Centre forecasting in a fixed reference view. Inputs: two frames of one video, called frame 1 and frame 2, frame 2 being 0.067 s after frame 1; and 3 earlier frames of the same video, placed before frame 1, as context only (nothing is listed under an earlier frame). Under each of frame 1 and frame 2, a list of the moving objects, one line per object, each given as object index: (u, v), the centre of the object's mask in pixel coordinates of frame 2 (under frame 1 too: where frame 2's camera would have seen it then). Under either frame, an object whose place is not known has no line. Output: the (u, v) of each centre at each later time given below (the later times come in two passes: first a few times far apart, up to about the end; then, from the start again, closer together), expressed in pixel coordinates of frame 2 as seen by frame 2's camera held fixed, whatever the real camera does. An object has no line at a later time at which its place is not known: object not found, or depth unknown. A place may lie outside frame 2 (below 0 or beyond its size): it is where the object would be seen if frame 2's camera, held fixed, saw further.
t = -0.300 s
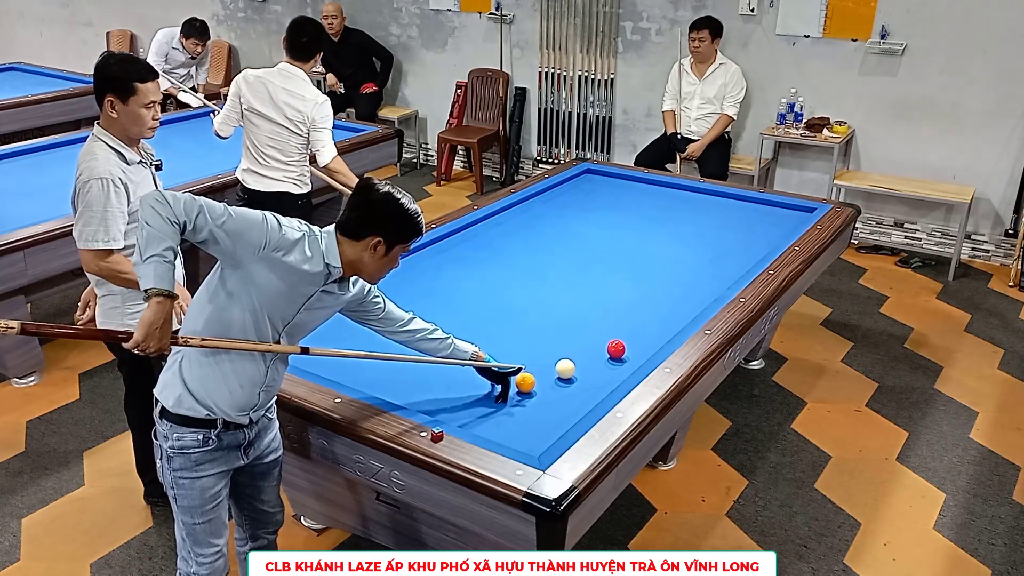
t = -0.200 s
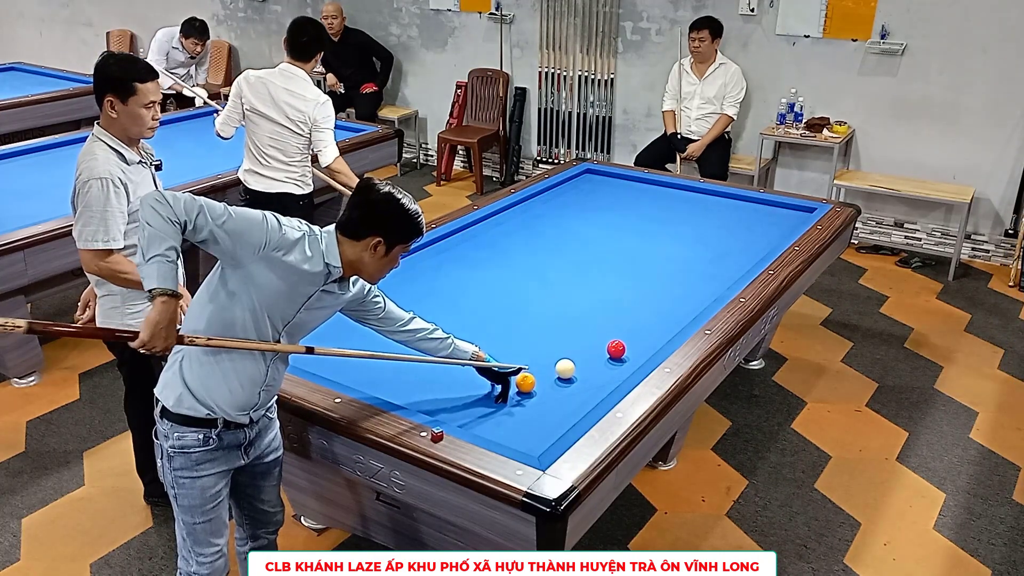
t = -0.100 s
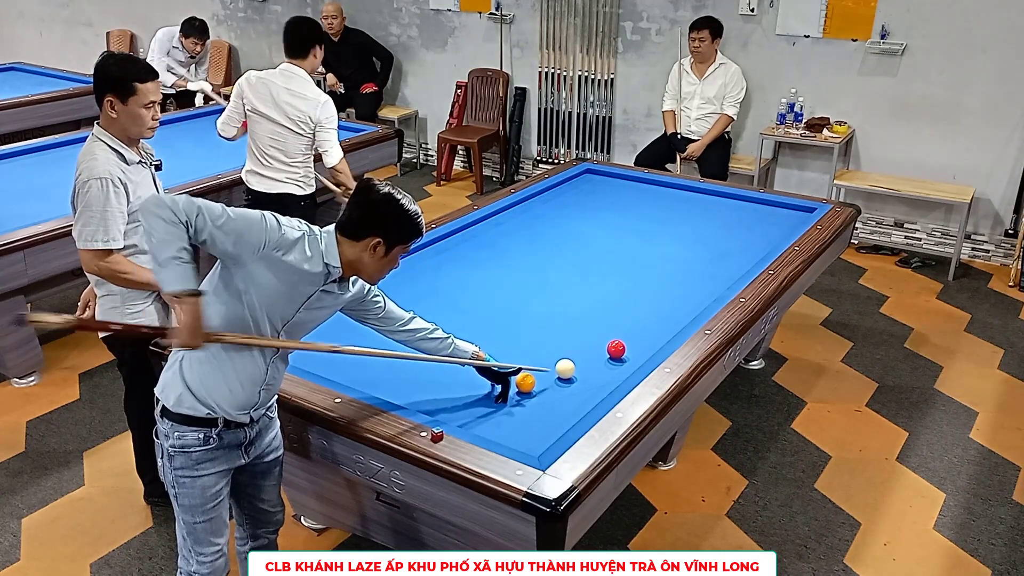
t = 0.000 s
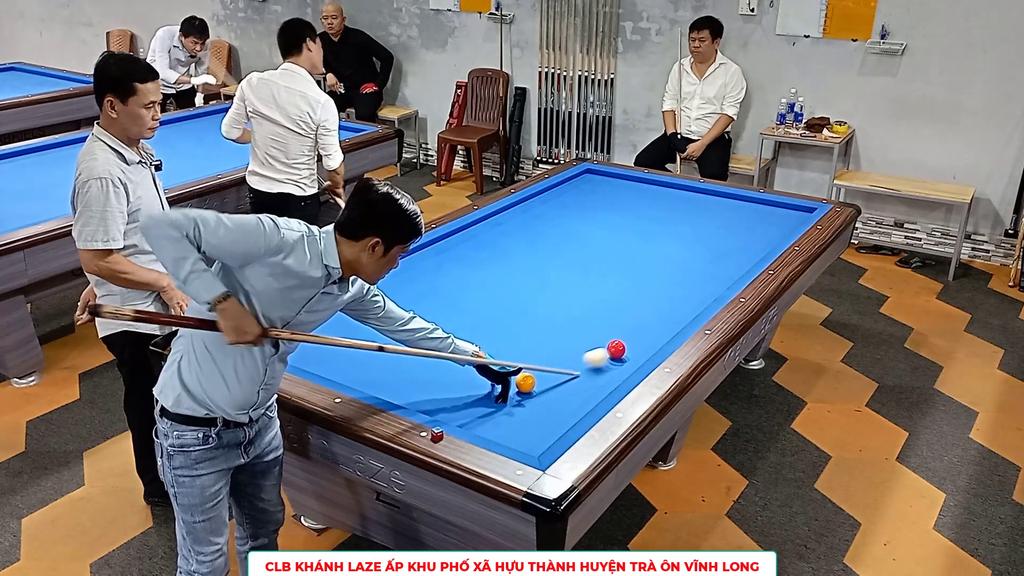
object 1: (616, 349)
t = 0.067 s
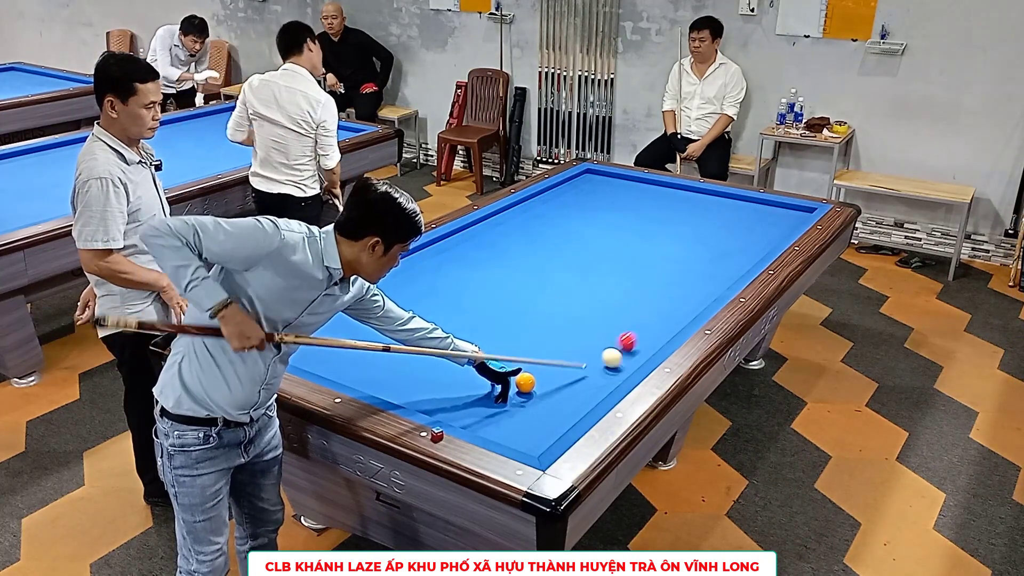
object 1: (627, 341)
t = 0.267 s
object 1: (667, 314)
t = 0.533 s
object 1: (709, 286)
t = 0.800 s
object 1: (745, 262)
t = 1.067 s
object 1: (772, 241)
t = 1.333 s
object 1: (793, 222)
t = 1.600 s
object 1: (801, 212)
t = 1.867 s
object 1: (786, 222)
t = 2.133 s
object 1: (771, 231)
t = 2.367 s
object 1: (758, 239)
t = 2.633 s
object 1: (743, 249)
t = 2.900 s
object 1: (727, 259)
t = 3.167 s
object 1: (711, 269)
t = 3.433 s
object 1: (694, 279)
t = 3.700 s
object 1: (677, 290)
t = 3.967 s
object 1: (659, 301)
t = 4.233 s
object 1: (641, 312)
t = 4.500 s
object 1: (623, 323)
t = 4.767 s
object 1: (604, 335)
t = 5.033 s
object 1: (584, 347)
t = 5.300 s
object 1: (565, 358)
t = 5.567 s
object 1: (545, 371)
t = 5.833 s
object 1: (524, 383)
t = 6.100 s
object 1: (511, 394)
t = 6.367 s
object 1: (510, 400)
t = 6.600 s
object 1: (509, 404)
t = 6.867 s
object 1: (508, 409)
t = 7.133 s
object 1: (507, 413)
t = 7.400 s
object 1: (506, 416)
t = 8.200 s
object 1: (502, 419)
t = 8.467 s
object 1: (504, 421)
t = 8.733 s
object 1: (504, 421)
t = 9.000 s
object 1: (504, 421)
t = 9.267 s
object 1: (504, 421)
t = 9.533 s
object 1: (504, 421)
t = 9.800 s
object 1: (504, 421)
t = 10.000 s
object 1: (504, 421)
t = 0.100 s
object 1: (635, 336)
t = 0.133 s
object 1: (642, 331)
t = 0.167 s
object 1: (649, 326)
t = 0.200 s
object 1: (655, 322)
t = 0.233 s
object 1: (662, 318)
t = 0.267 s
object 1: (667, 314)
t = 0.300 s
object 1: (673, 310)
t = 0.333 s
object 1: (679, 307)
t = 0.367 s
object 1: (684, 303)
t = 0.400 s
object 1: (689, 300)
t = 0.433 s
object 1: (694, 296)
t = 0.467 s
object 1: (699, 293)
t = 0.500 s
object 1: (704, 290)
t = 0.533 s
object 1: (709, 286)
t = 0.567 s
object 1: (714, 283)
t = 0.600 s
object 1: (718, 280)
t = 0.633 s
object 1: (723, 277)
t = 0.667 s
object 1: (727, 274)
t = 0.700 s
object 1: (732, 271)
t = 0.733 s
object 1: (736, 268)
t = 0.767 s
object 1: (740, 265)
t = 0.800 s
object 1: (745, 262)
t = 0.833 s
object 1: (749, 259)
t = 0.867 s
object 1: (752, 257)
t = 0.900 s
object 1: (756, 254)
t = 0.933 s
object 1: (760, 251)
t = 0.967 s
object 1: (764, 248)
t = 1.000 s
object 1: (767, 246)
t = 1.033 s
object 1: (770, 243)
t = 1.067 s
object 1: (772, 241)
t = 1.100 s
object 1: (775, 238)
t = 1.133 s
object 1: (778, 236)
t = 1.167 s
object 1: (780, 233)
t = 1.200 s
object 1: (783, 231)
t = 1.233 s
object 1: (785, 229)
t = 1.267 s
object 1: (788, 227)
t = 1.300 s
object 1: (790, 224)
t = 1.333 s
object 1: (793, 222)
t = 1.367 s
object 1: (795, 220)
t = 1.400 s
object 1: (797, 217)
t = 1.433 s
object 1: (799, 215)
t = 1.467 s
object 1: (801, 213)
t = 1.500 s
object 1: (804, 211)
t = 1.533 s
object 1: (805, 209)
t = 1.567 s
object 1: (804, 210)
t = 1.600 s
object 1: (801, 212)
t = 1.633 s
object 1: (799, 213)
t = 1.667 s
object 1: (797, 215)
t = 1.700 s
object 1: (795, 216)
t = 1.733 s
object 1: (793, 218)
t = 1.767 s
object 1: (791, 219)
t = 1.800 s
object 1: (789, 220)
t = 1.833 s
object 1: (787, 221)
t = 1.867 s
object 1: (786, 222)
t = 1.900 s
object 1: (784, 223)
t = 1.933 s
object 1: (782, 224)
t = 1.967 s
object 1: (780, 226)
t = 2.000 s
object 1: (779, 227)
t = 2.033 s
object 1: (777, 228)
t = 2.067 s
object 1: (775, 229)
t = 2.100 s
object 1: (773, 230)
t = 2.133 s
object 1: (771, 231)
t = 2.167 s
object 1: (770, 232)
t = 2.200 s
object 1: (768, 234)
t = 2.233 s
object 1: (766, 235)
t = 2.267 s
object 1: (764, 236)
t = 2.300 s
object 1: (762, 237)
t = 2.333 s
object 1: (760, 238)
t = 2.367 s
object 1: (758, 239)
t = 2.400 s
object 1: (756, 241)
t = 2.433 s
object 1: (755, 242)
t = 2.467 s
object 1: (753, 243)
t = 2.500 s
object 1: (751, 244)
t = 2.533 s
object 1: (749, 246)
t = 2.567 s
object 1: (747, 247)
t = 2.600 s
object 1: (745, 248)
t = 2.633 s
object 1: (743, 249)
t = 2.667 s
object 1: (741, 250)
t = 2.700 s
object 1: (739, 252)
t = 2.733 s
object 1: (737, 253)
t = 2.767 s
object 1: (735, 254)
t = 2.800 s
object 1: (733, 255)
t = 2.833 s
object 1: (731, 256)
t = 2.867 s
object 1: (729, 258)
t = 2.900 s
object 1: (727, 259)
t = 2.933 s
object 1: (725, 260)
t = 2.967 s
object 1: (723, 262)
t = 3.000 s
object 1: (721, 263)
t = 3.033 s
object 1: (719, 264)
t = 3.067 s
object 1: (717, 265)
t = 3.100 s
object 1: (715, 267)
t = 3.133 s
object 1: (713, 268)
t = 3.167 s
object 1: (711, 269)
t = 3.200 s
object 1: (709, 270)
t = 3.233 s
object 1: (707, 272)
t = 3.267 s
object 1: (705, 273)
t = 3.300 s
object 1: (703, 274)
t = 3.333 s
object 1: (700, 276)
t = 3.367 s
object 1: (698, 277)
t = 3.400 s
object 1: (696, 278)
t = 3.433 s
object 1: (694, 279)
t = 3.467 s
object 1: (692, 281)
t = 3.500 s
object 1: (690, 282)
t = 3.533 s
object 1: (688, 283)
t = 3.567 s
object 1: (686, 285)
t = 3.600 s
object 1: (684, 286)
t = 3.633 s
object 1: (681, 287)
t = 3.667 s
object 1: (679, 288)
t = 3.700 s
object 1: (677, 290)
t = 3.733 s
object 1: (675, 291)
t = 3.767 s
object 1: (673, 293)
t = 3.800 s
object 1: (671, 294)
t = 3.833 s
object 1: (668, 295)
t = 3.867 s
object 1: (666, 297)
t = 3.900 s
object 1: (664, 298)
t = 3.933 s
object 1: (662, 299)
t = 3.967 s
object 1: (659, 301)
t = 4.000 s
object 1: (657, 302)
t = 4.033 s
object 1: (655, 304)
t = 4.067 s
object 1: (653, 305)
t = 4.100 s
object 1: (651, 306)
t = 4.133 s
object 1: (648, 308)
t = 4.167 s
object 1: (646, 309)
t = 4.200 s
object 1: (644, 310)
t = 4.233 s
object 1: (641, 312)
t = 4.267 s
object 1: (639, 313)
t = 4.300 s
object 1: (637, 315)
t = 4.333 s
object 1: (635, 316)
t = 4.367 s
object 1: (632, 317)
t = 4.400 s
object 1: (630, 319)
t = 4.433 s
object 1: (627, 320)
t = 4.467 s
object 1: (625, 322)
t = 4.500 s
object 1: (623, 323)
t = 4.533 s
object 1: (620, 325)
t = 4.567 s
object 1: (618, 326)
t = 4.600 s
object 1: (616, 327)
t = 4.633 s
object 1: (613, 329)
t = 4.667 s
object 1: (611, 330)
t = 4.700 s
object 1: (609, 332)
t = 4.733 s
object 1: (606, 333)
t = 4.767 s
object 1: (604, 335)
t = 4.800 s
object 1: (601, 336)
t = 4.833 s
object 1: (599, 338)
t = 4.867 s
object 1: (597, 339)
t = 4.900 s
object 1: (594, 341)
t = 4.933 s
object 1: (592, 342)
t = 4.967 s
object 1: (590, 344)
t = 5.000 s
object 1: (587, 345)
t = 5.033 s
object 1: (584, 347)
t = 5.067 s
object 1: (582, 348)
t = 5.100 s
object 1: (579, 349)
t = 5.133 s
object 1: (577, 351)
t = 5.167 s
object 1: (575, 353)
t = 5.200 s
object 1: (572, 354)
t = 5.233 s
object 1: (570, 355)
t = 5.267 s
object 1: (567, 357)
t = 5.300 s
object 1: (565, 358)
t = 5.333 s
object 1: (562, 360)
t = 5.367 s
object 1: (560, 362)
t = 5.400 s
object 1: (557, 363)
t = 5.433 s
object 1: (555, 365)
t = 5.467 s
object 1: (552, 366)
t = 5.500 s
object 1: (550, 368)
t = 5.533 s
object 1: (547, 369)
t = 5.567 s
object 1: (545, 371)
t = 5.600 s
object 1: (542, 372)
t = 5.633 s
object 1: (539, 374)
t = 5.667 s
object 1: (537, 376)
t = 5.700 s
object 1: (534, 377)
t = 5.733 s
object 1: (532, 379)
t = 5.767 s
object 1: (529, 380)
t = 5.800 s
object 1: (527, 382)
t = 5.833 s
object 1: (524, 383)
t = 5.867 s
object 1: (521, 385)
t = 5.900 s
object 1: (519, 387)
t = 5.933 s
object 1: (516, 388)
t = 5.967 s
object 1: (514, 390)
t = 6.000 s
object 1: (511, 391)
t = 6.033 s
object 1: (511, 392)
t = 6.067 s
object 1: (511, 393)
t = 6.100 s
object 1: (511, 394)
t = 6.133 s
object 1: (511, 395)
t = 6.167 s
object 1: (510, 395)
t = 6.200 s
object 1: (510, 396)
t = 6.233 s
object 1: (510, 397)
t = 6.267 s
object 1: (510, 398)
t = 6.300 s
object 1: (510, 398)
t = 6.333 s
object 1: (510, 399)
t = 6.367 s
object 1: (510, 400)
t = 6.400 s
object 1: (510, 400)
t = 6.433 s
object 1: (509, 401)
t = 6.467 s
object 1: (509, 402)
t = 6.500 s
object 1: (509, 402)
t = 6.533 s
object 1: (509, 403)
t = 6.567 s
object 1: (509, 404)
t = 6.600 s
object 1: (509, 404)
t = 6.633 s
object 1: (509, 405)
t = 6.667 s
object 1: (509, 405)
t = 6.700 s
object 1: (508, 406)
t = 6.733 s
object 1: (508, 407)
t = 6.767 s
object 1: (508, 407)
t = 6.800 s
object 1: (508, 408)
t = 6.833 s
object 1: (508, 408)
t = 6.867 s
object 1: (508, 409)
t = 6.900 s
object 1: (508, 409)
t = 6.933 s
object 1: (507, 410)
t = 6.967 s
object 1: (507, 411)
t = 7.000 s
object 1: (507, 411)
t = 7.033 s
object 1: (507, 411)
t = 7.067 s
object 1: (507, 412)
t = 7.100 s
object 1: (507, 412)
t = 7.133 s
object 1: (507, 413)
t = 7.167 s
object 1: (507, 413)
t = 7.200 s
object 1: (507, 414)
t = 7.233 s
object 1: (506, 414)
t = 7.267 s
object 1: (506, 415)
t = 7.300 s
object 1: (506, 415)
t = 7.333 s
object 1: (506, 415)
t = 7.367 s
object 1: (506, 416)
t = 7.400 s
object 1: (506, 416)
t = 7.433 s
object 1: (506, 416)
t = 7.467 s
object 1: (506, 417)
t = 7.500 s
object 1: (509, 416)
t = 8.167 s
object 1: (500, 417)
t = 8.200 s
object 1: (502, 419)
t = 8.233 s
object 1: (504, 421)
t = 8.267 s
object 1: (504, 421)
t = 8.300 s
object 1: (504, 421)
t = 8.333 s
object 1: (504, 421)
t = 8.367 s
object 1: (504, 421)
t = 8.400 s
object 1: (504, 421)
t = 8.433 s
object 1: (504, 421)
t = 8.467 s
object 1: (504, 421)
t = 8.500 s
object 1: (504, 421)
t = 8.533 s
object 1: (504, 421)
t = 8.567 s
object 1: (504, 421)
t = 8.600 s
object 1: (504, 421)
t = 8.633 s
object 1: (504, 421)
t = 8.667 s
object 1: (504, 421)
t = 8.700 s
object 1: (504, 421)
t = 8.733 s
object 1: (504, 421)
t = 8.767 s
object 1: (504, 421)
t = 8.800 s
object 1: (504, 421)
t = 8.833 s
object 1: (504, 421)
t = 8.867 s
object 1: (504, 421)
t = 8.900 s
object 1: (504, 421)
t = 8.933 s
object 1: (504, 421)
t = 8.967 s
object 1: (504, 421)
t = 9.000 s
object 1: (504, 421)
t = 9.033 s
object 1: (504, 421)
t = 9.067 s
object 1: (504, 421)
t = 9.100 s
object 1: (504, 421)
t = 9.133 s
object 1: (504, 421)
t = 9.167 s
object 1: (504, 421)
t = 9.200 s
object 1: (504, 421)
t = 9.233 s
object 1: (504, 421)
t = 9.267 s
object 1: (504, 421)
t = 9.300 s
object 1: (504, 421)
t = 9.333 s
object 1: (504, 421)
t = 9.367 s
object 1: (504, 421)
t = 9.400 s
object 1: (504, 421)
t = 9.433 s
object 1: (504, 421)
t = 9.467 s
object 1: (504, 421)
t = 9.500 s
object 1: (504, 421)
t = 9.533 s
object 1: (504, 421)
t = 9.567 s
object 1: (504, 421)
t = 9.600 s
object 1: (504, 421)
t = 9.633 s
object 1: (504, 421)
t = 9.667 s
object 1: (504, 421)
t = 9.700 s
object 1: (504, 421)
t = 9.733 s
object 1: (504, 421)
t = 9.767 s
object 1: (504, 421)
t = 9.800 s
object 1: (504, 421)
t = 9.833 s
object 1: (504, 421)
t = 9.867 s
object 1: (504, 421)
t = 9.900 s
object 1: (504, 421)
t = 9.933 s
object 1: (504, 421)
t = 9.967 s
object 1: (504, 421)
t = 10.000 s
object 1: (504, 421)
